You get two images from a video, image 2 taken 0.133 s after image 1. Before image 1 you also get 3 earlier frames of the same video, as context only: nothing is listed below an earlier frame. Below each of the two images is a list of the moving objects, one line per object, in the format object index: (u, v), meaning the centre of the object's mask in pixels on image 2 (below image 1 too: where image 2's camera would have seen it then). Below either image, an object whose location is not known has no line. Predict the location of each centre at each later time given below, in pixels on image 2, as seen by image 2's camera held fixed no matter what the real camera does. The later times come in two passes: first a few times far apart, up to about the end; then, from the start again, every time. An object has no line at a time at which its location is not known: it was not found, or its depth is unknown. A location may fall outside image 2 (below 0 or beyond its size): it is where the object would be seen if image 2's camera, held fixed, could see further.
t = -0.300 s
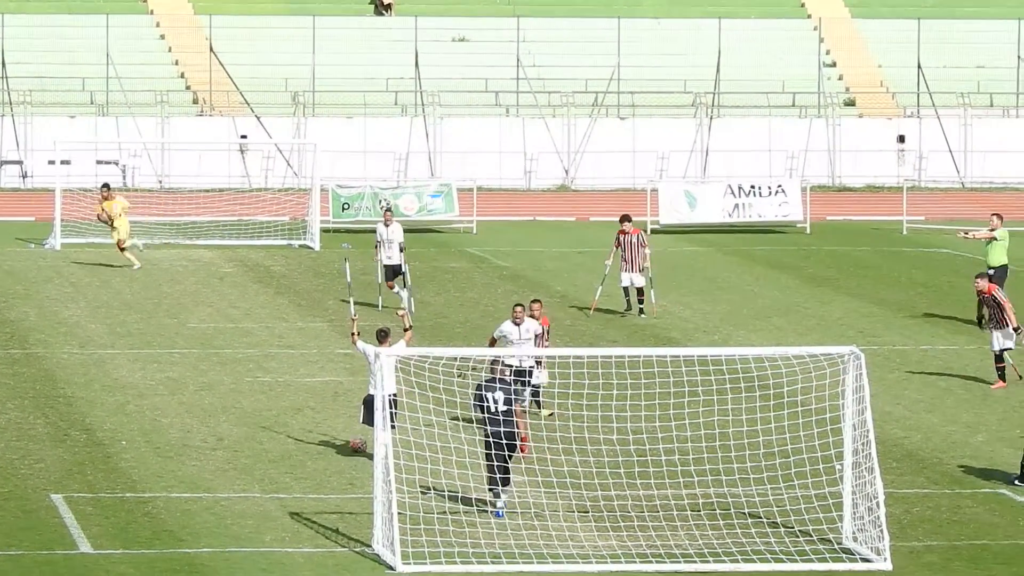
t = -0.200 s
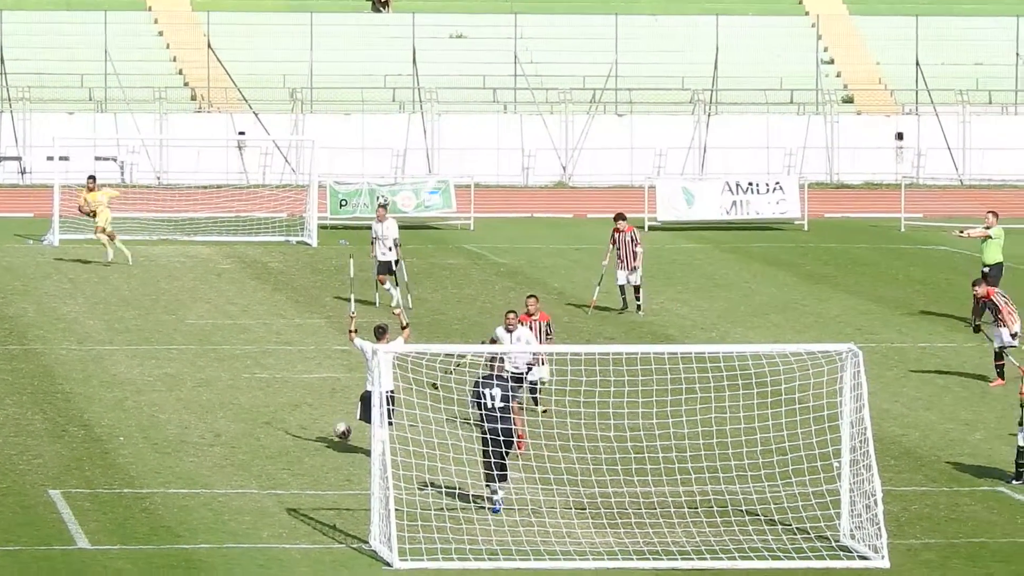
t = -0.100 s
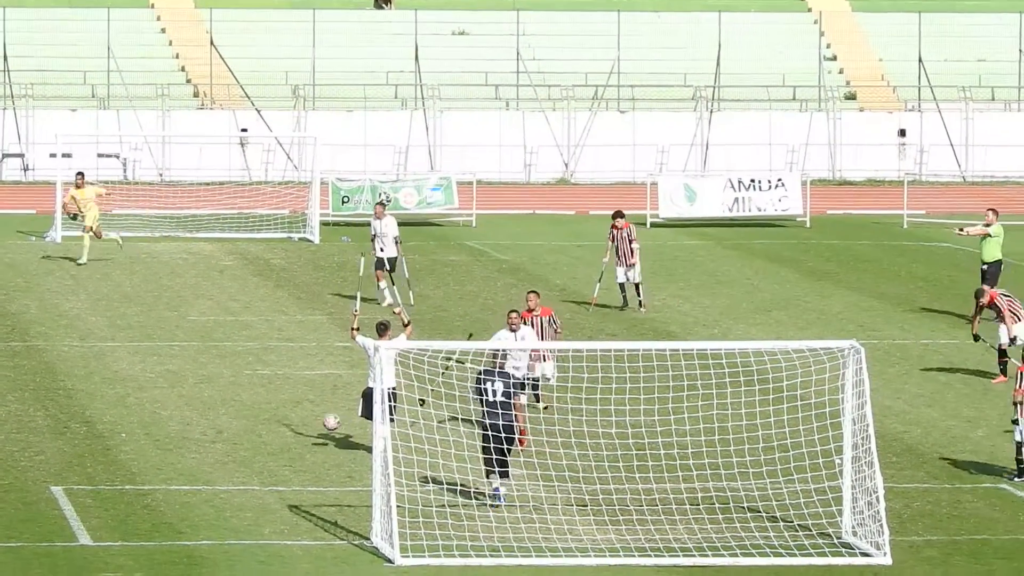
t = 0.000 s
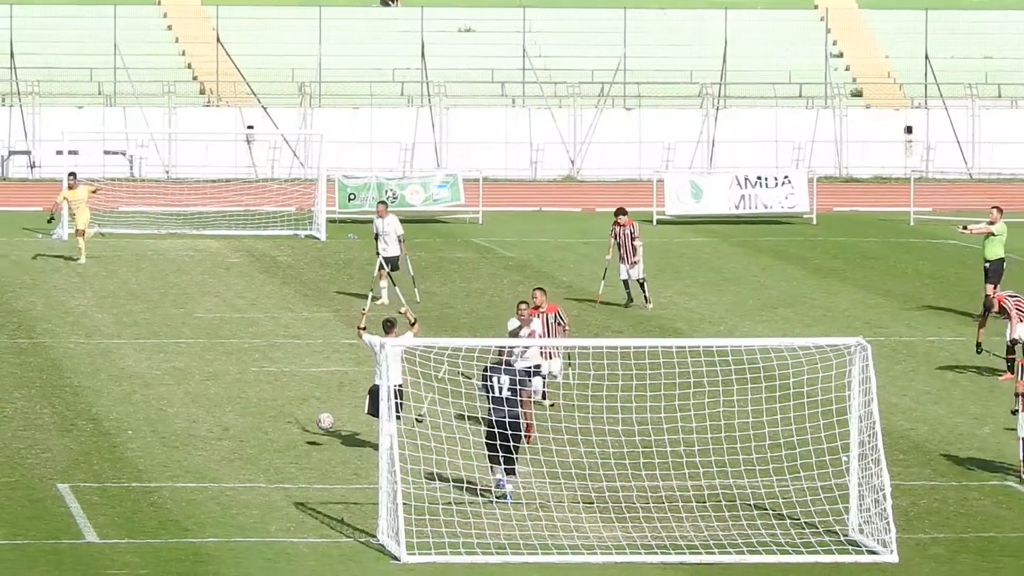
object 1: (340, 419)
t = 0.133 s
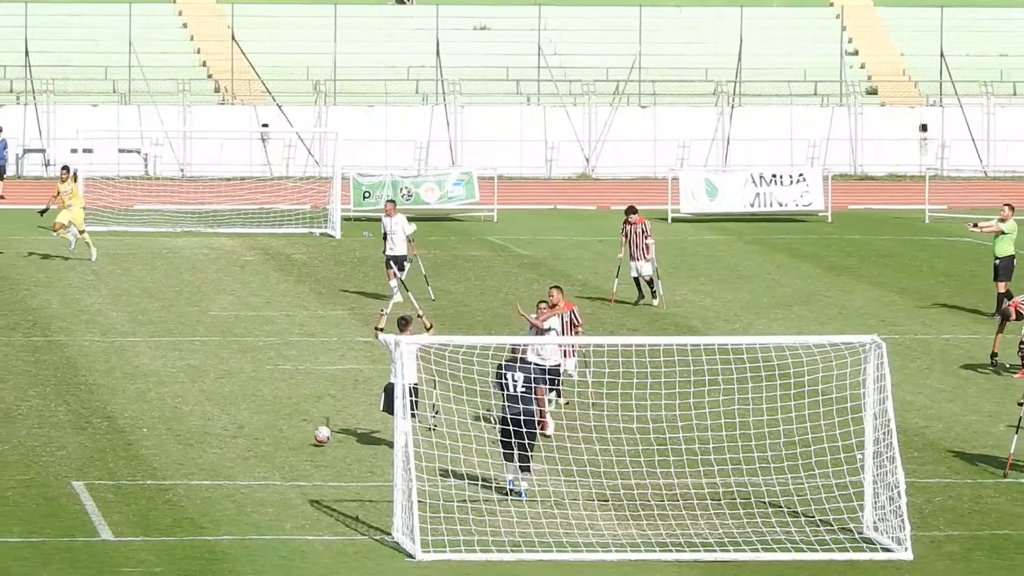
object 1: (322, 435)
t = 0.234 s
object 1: (313, 438)
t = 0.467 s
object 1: (300, 441)
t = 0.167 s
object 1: (318, 439)
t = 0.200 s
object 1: (316, 439)
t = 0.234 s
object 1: (313, 438)
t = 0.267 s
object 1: (311, 437)
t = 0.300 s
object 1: (310, 436)
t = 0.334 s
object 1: (308, 436)
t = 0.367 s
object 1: (305, 437)
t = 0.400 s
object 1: (304, 439)
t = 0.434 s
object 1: (301, 441)
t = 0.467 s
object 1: (300, 441)
